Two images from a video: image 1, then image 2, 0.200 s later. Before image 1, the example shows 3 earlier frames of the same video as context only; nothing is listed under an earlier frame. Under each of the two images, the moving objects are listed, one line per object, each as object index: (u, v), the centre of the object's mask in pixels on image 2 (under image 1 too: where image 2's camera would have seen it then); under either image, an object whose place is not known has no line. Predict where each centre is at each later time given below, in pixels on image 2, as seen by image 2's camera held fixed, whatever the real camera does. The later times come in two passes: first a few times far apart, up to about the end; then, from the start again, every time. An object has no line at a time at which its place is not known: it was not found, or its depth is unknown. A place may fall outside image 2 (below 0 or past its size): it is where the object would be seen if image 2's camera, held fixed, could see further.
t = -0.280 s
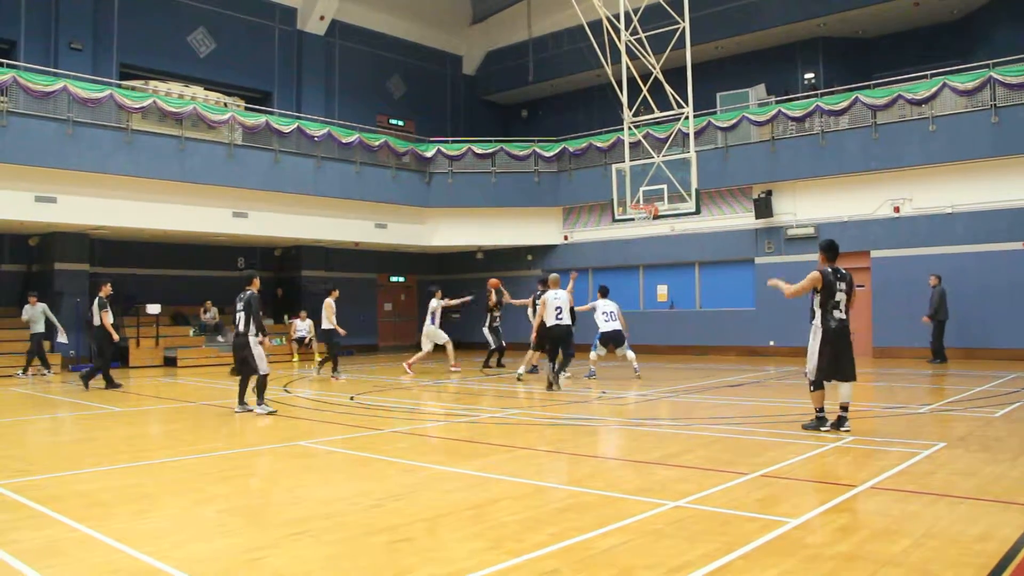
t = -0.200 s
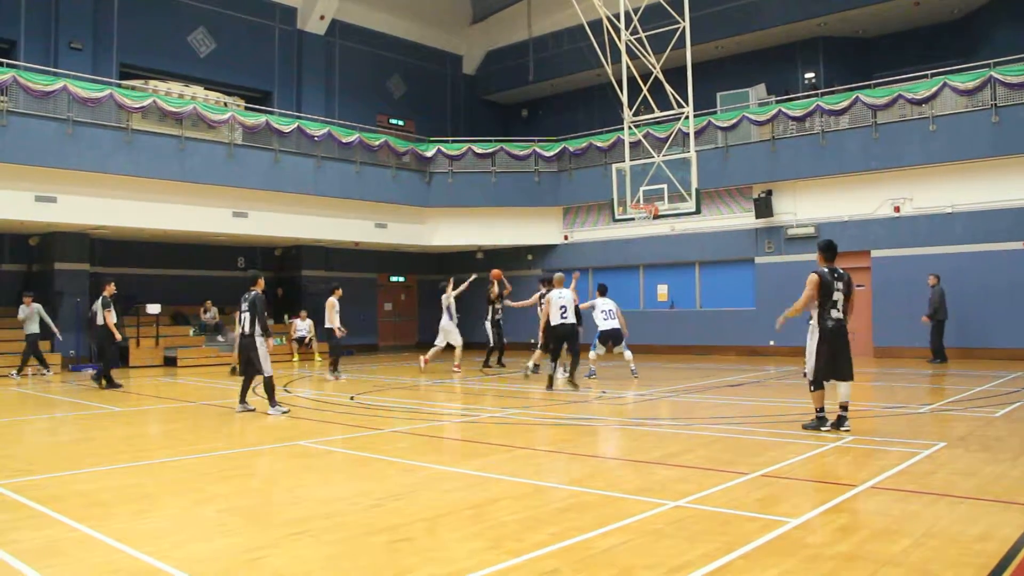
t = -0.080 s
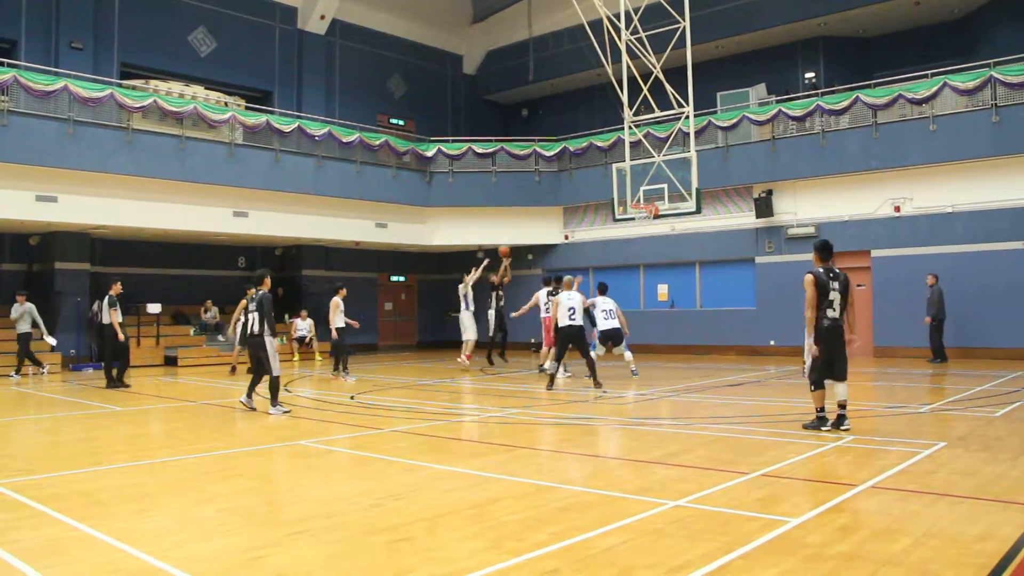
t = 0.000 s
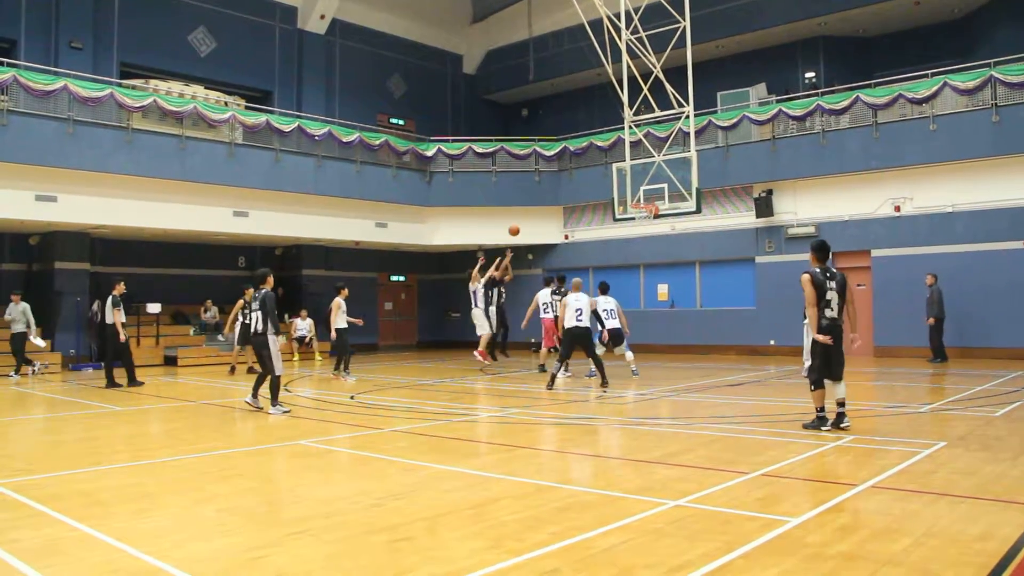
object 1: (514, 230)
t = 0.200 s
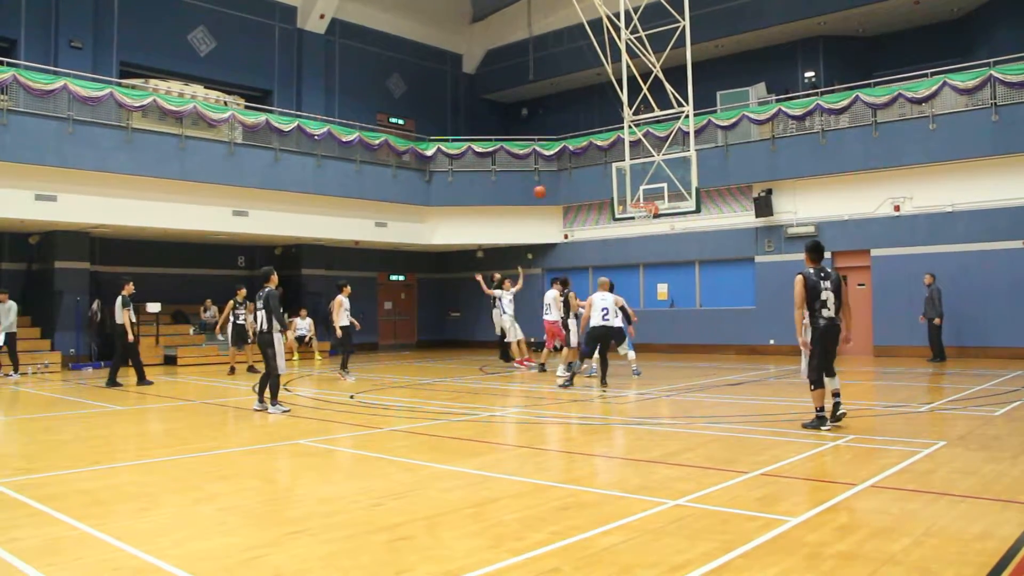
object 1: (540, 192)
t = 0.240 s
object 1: (545, 187)
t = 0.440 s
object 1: (572, 171)
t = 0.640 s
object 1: (601, 173)
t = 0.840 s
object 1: (633, 197)
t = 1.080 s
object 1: (638, 200)
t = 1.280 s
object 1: (647, 204)
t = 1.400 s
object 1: (642, 214)
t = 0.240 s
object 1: (545, 187)
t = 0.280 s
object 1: (551, 181)
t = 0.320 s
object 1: (556, 178)
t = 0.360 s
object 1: (562, 174)
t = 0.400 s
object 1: (566, 172)
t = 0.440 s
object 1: (572, 171)
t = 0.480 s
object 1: (578, 169)
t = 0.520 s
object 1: (584, 168)
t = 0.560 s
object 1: (590, 169)
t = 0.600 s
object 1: (595, 171)
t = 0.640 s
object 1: (601, 173)
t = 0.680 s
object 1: (608, 176)
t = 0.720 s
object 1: (613, 180)
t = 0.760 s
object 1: (619, 185)
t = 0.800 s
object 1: (626, 191)
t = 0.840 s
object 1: (633, 197)
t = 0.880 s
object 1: (636, 199)
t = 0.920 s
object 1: (641, 199)
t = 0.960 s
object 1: (646, 201)
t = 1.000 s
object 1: (646, 201)
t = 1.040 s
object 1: (641, 200)
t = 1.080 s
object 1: (638, 200)
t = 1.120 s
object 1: (638, 199)
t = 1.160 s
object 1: (640, 200)
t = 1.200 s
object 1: (642, 201)
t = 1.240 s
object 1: (644, 202)
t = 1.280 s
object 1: (647, 204)
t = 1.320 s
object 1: (646, 207)
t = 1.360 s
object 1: (643, 210)
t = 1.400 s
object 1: (642, 214)
